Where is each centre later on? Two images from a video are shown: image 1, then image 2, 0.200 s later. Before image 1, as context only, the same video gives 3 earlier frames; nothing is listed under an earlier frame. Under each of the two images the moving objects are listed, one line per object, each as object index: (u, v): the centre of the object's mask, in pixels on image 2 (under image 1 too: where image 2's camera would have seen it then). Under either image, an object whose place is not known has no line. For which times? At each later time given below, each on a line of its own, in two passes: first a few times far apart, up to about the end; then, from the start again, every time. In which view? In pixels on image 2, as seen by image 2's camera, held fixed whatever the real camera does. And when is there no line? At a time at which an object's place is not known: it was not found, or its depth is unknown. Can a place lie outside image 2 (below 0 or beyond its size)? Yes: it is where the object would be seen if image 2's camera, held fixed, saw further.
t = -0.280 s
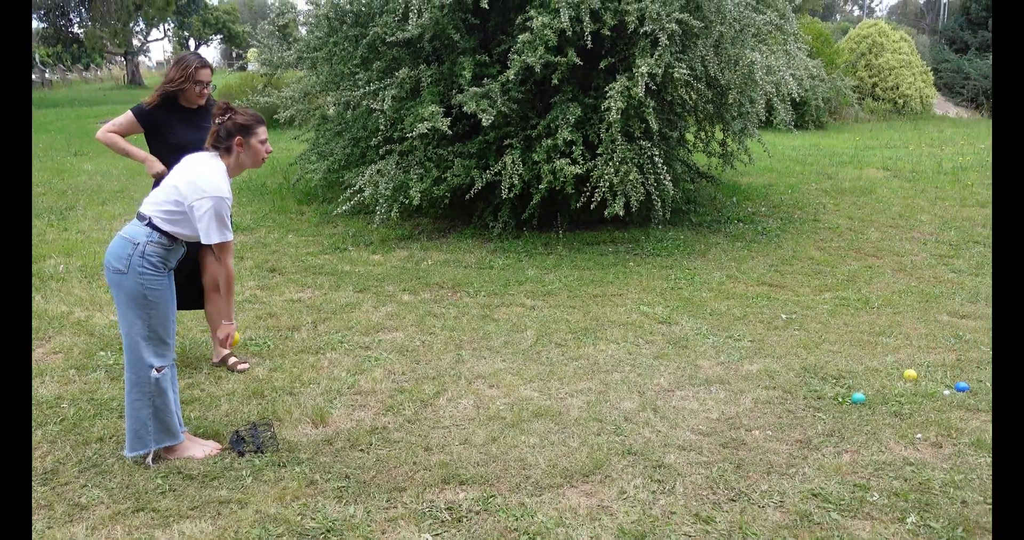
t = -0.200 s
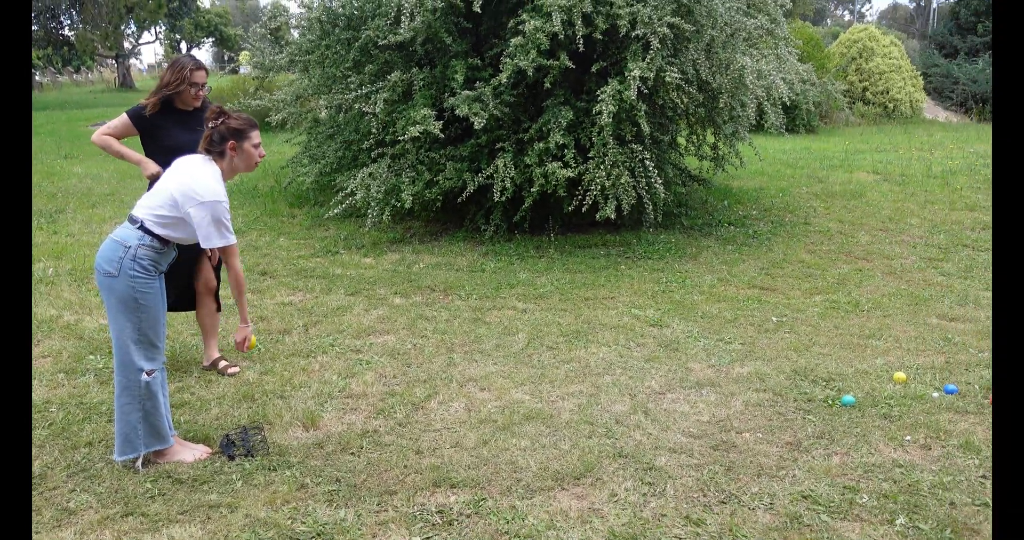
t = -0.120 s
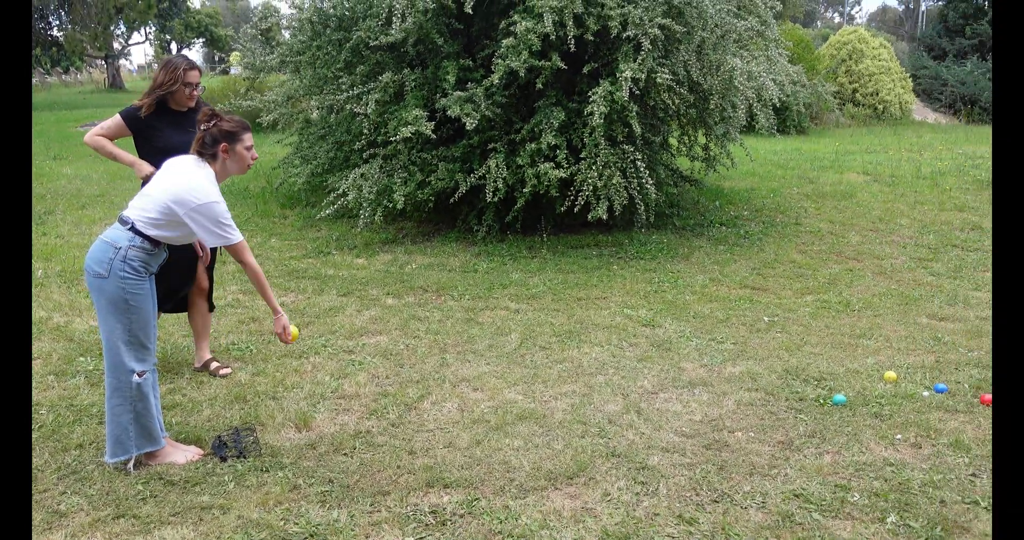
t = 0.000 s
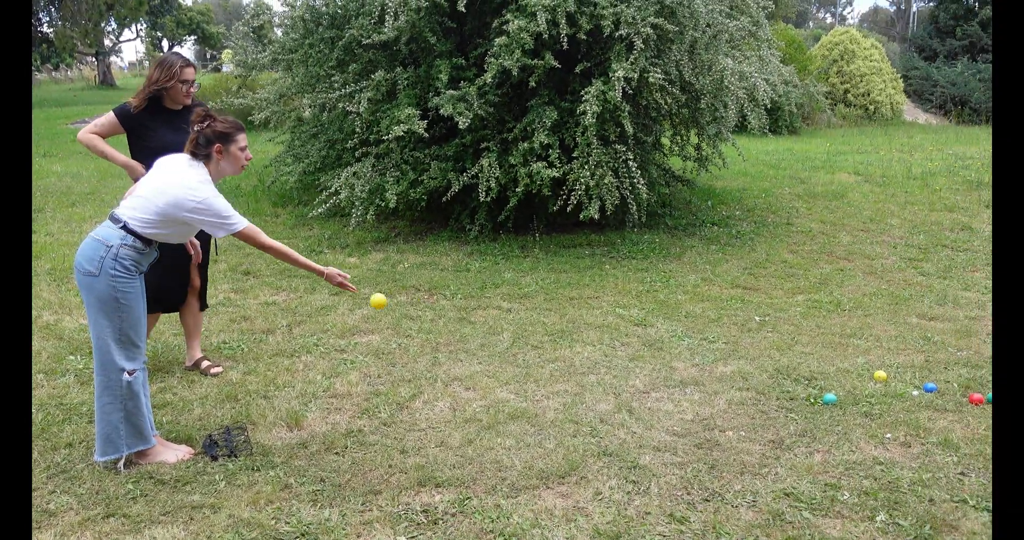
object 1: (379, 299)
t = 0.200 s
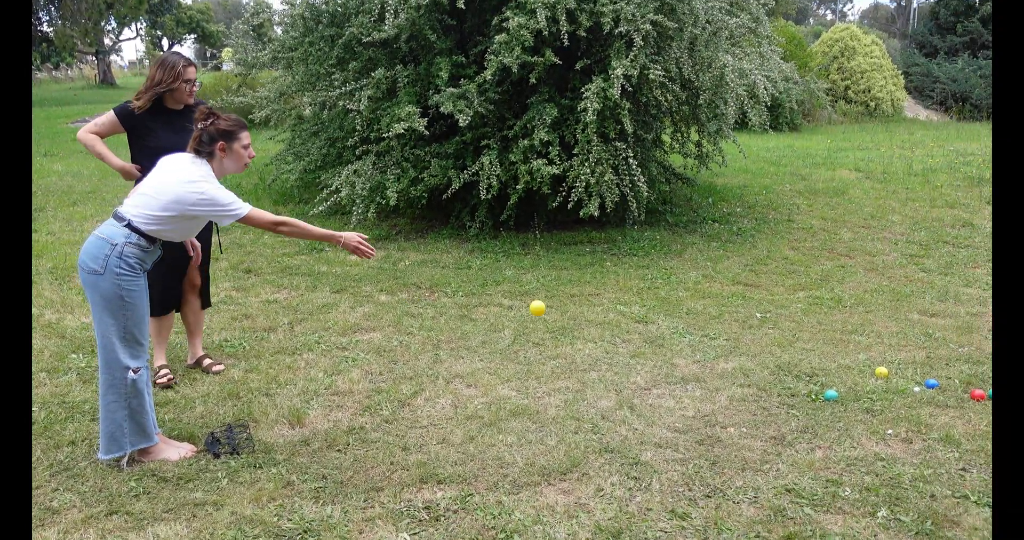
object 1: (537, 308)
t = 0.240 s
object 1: (567, 319)
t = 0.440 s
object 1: (704, 417)
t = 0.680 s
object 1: (813, 353)
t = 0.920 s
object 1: (909, 398)
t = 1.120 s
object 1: (970, 379)
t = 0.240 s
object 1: (567, 319)
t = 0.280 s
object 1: (596, 334)
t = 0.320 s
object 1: (625, 352)
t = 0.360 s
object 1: (652, 373)
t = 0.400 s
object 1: (679, 397)
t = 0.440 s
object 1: (704, 417)
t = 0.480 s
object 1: (723, 399)
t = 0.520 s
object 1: (741, 383)
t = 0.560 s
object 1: (760, 371)
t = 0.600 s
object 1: (778, 362)
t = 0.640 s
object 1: (796, 356)
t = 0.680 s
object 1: (813, 353)
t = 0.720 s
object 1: (831, 354)
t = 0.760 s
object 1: (847, 356)
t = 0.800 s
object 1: (864, 362)
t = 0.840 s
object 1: (880, 372)
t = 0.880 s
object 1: (894, 383)
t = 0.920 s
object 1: (909, 398)
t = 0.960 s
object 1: (923, 402)
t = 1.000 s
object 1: (935, 392)
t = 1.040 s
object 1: (947, 385)
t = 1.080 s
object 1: (959, 381)
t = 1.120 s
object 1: (970, 379)
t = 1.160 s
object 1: (981, 381)
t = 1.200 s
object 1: (991, 385)
